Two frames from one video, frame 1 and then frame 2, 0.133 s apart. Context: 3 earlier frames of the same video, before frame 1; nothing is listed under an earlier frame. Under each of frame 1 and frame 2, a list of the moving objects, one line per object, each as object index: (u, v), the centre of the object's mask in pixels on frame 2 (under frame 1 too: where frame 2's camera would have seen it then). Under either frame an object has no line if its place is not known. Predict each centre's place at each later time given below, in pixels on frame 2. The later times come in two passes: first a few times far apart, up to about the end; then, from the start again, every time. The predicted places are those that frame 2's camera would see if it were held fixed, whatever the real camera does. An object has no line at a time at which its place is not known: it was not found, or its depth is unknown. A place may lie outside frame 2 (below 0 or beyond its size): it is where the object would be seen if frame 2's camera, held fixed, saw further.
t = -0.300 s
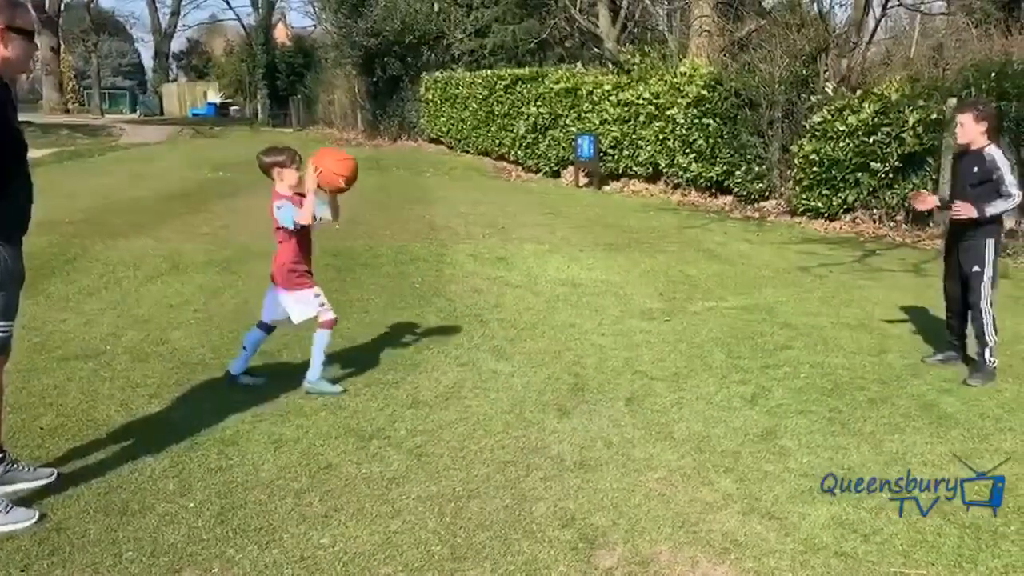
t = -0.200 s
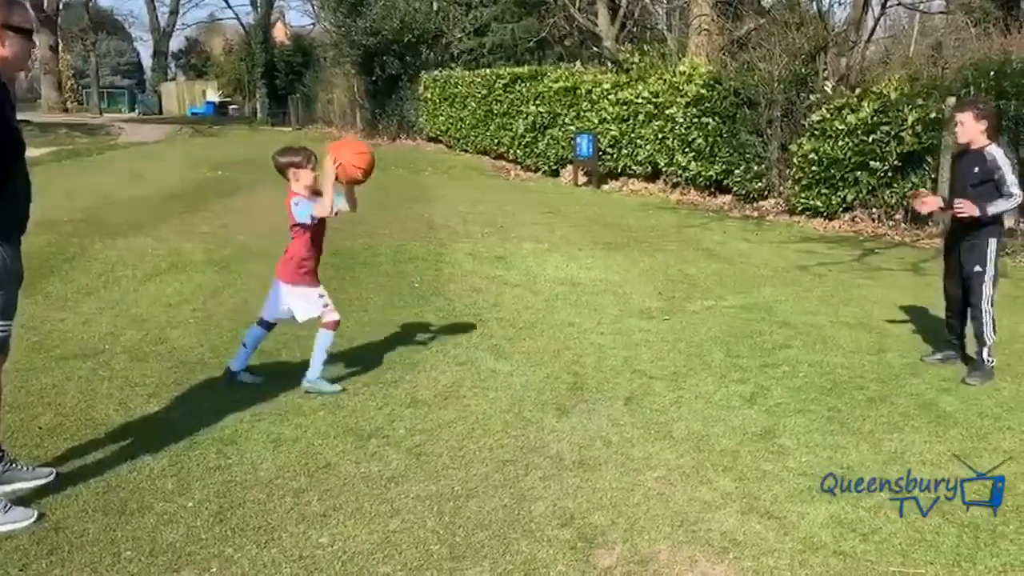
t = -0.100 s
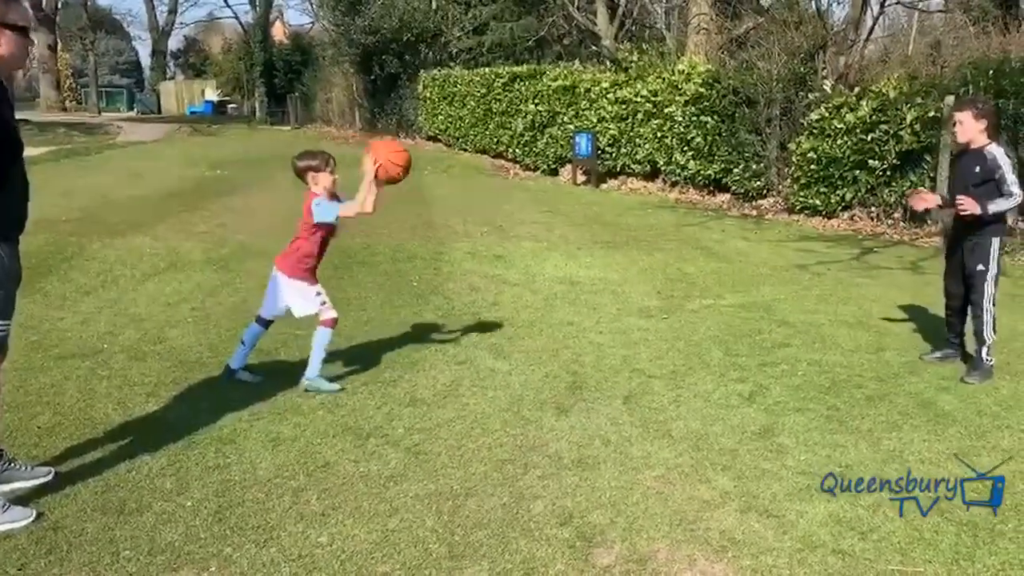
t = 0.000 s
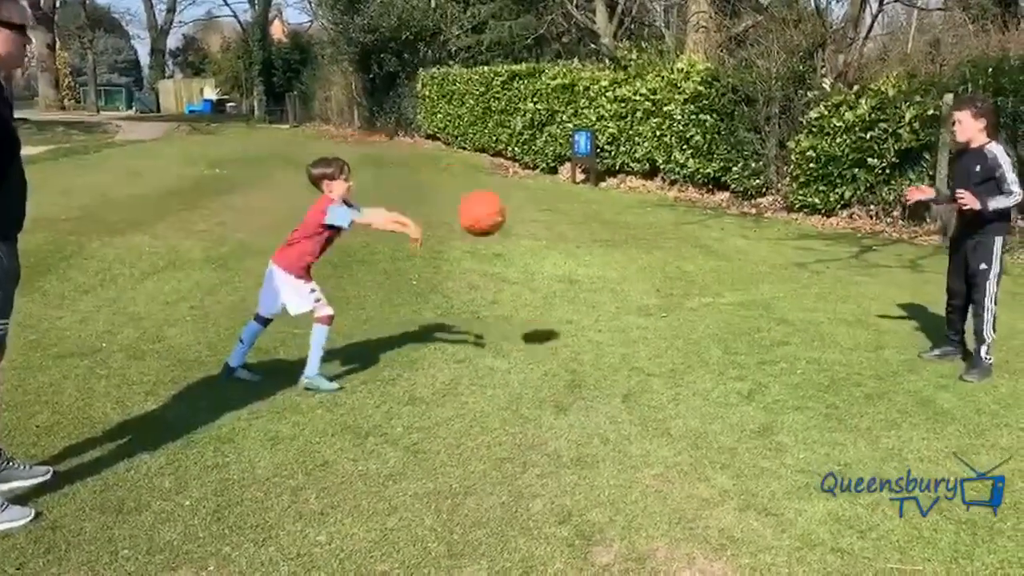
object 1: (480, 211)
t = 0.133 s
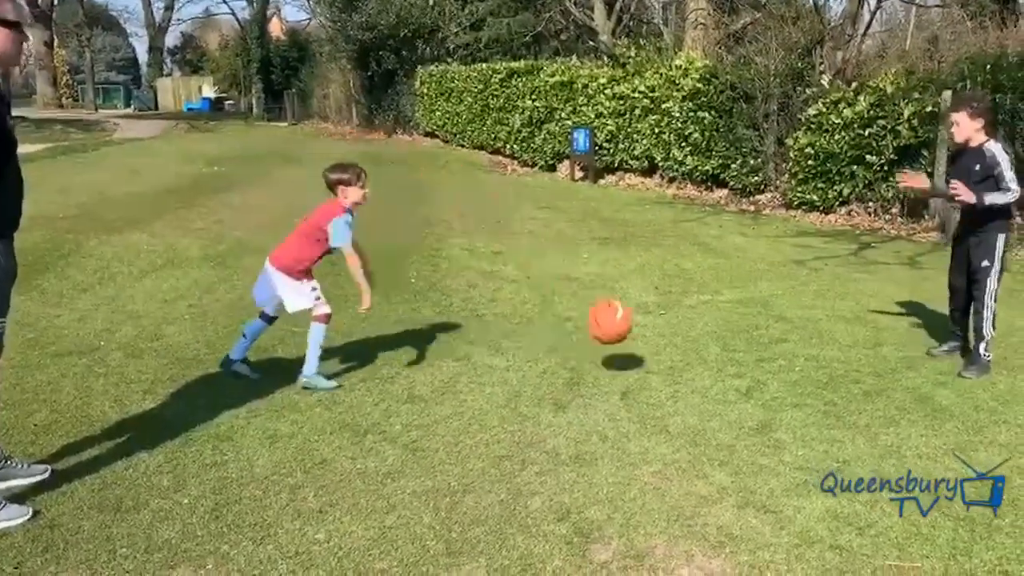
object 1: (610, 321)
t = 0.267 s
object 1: (689, 299)
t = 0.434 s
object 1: (758, 205)
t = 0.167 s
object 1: (639, 354)
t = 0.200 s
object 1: (660, 349)
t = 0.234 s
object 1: (674, 323)
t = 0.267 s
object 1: (689, 299)
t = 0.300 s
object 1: (702, 277)
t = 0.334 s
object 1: (716, 256)
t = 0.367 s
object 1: (731, 237)
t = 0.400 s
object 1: (744, 220)
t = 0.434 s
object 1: (758, 205)
